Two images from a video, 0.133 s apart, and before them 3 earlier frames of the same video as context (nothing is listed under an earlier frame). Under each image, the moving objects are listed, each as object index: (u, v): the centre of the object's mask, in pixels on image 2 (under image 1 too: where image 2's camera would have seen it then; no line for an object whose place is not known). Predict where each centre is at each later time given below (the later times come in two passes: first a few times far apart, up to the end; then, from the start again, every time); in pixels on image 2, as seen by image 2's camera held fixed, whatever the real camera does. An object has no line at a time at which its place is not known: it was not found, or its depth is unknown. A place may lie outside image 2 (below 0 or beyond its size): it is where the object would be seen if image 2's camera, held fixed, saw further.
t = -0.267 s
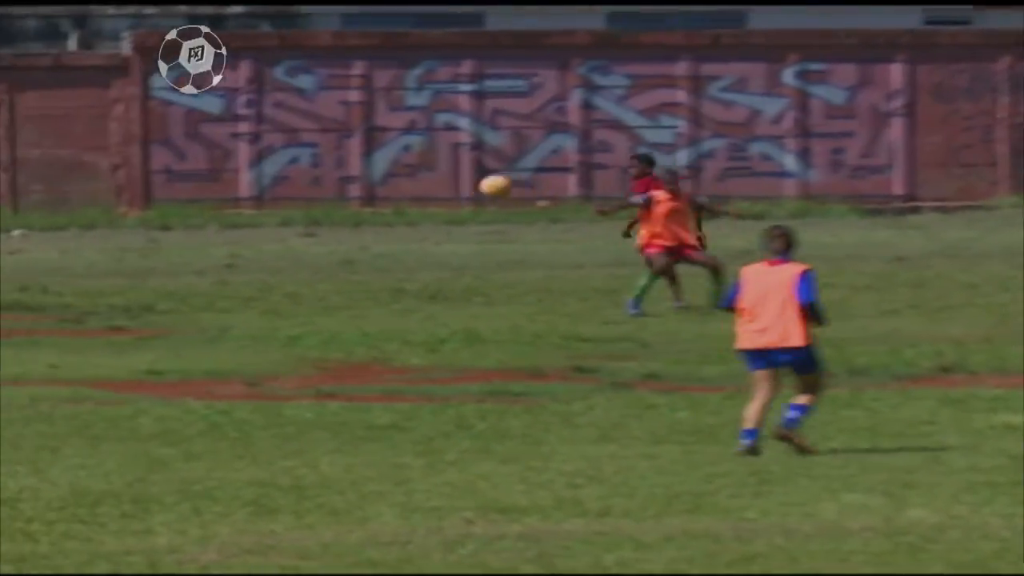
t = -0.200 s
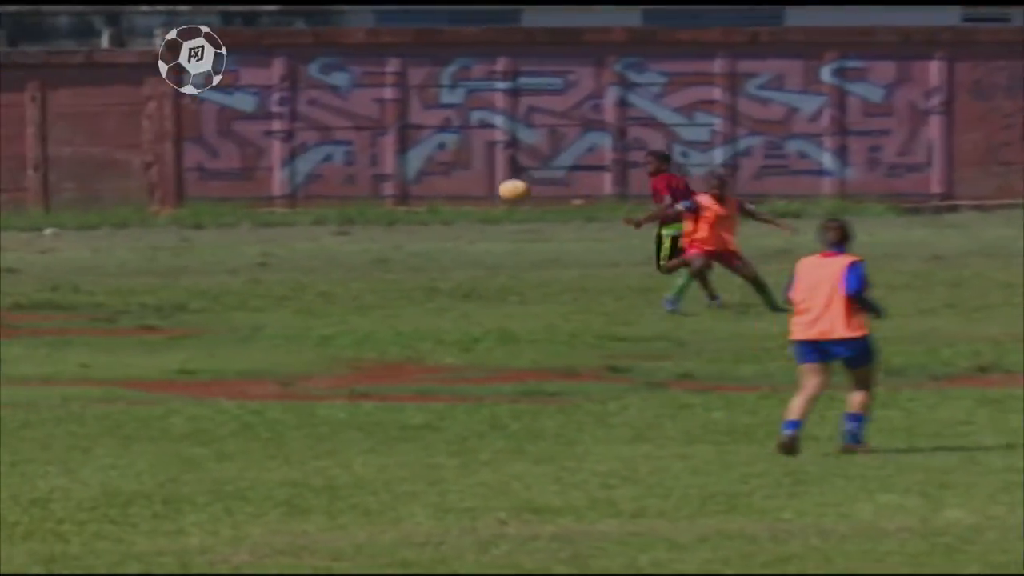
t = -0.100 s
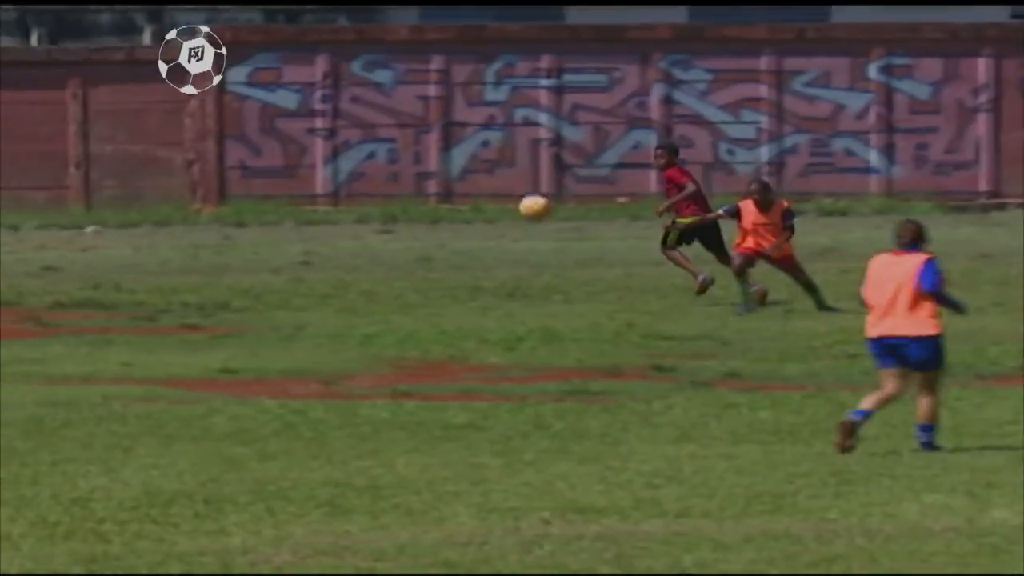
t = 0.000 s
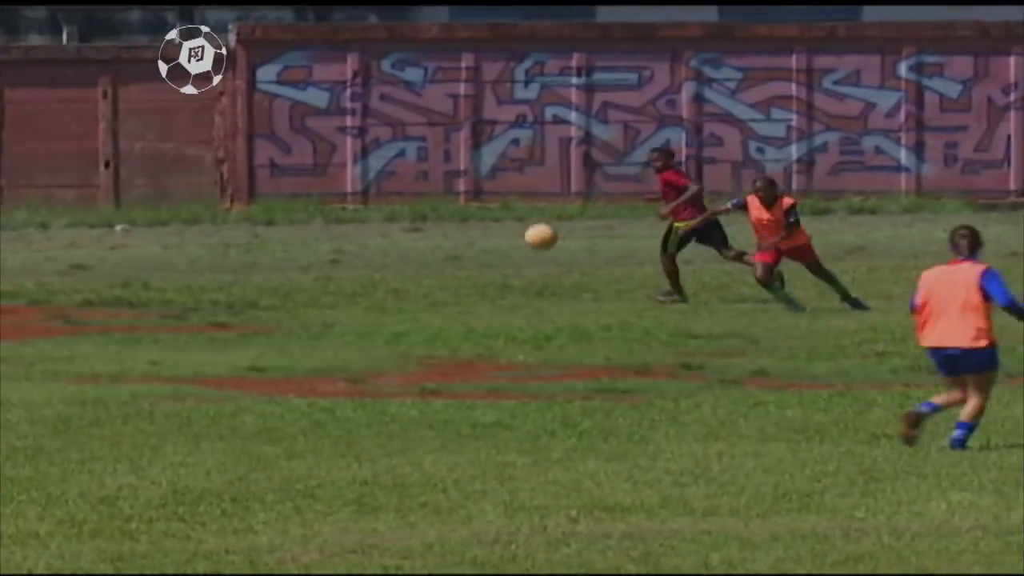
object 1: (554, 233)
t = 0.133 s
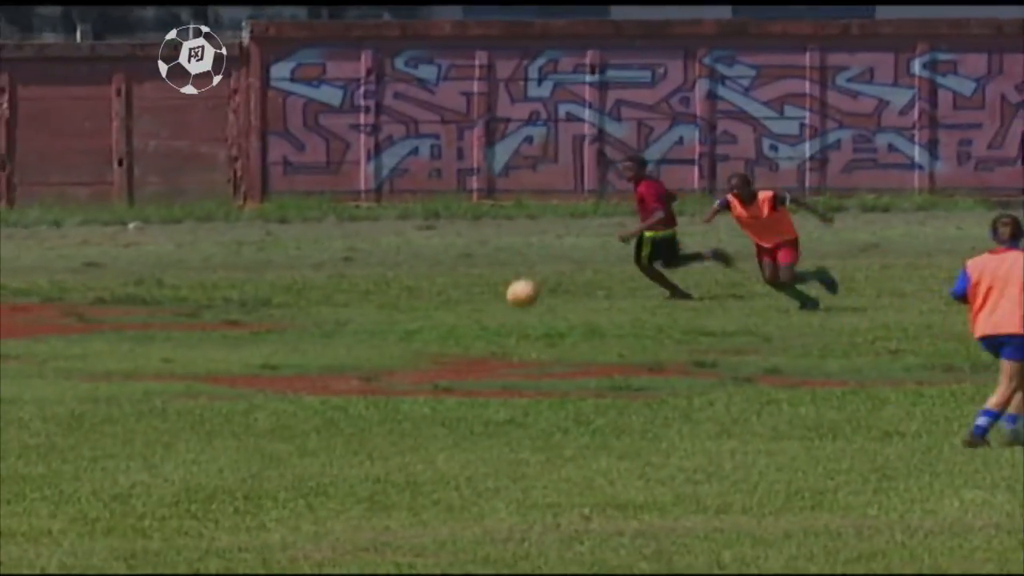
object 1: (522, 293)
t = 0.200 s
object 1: (508, 329)
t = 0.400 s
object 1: (451, 272)
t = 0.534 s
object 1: (414, 256)
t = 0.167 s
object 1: (515, 311)
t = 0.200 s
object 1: (508, 329)
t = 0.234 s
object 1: (498, 320)
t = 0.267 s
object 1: (488, 308)
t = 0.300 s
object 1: (479, 297)
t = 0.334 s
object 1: (470, 287)
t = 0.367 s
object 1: (460, 279)
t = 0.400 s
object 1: (451, 272)
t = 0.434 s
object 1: (442, 266)
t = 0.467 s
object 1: (433, 262)
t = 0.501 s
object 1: (423, 259)
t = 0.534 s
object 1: (414, 256)
